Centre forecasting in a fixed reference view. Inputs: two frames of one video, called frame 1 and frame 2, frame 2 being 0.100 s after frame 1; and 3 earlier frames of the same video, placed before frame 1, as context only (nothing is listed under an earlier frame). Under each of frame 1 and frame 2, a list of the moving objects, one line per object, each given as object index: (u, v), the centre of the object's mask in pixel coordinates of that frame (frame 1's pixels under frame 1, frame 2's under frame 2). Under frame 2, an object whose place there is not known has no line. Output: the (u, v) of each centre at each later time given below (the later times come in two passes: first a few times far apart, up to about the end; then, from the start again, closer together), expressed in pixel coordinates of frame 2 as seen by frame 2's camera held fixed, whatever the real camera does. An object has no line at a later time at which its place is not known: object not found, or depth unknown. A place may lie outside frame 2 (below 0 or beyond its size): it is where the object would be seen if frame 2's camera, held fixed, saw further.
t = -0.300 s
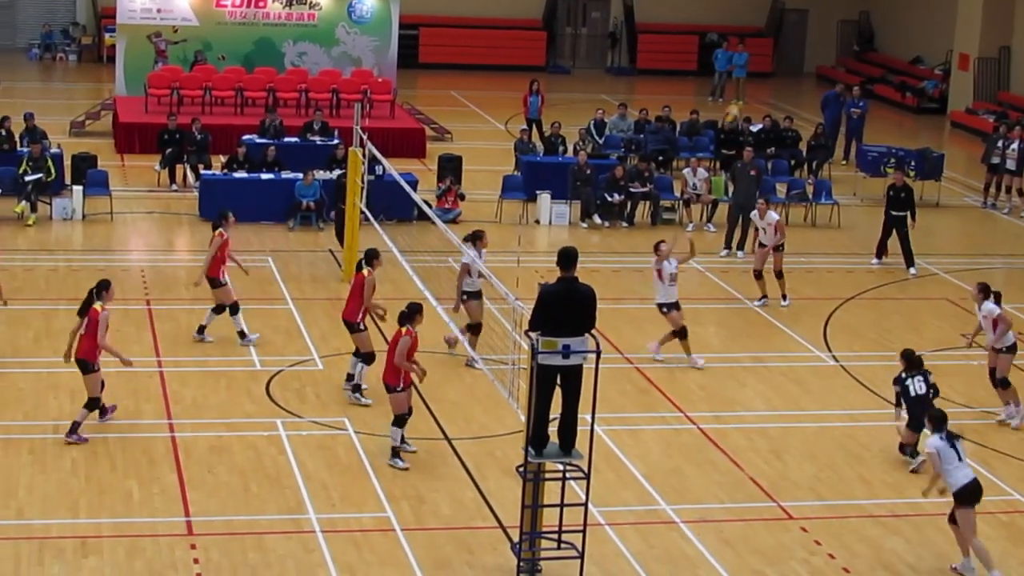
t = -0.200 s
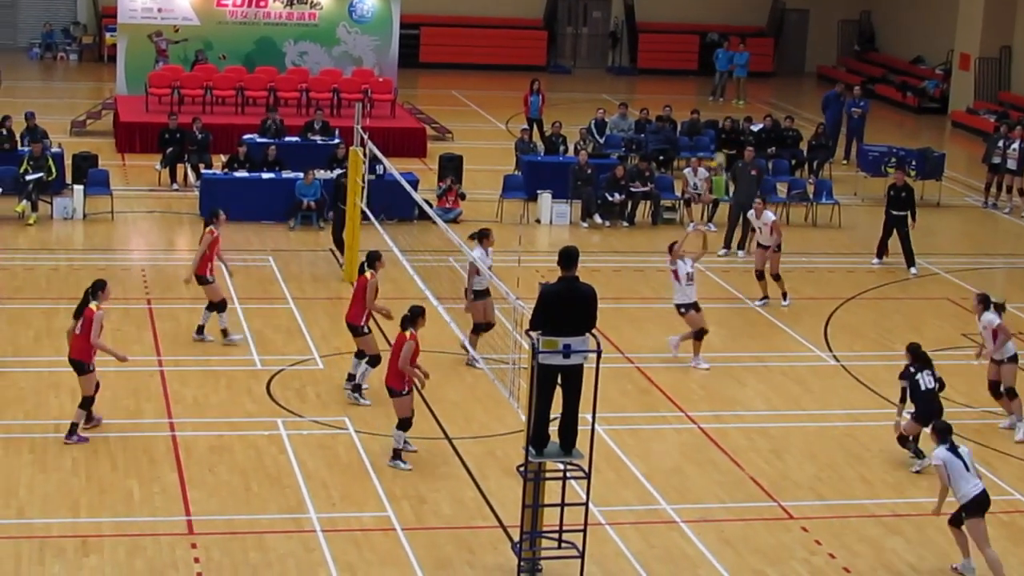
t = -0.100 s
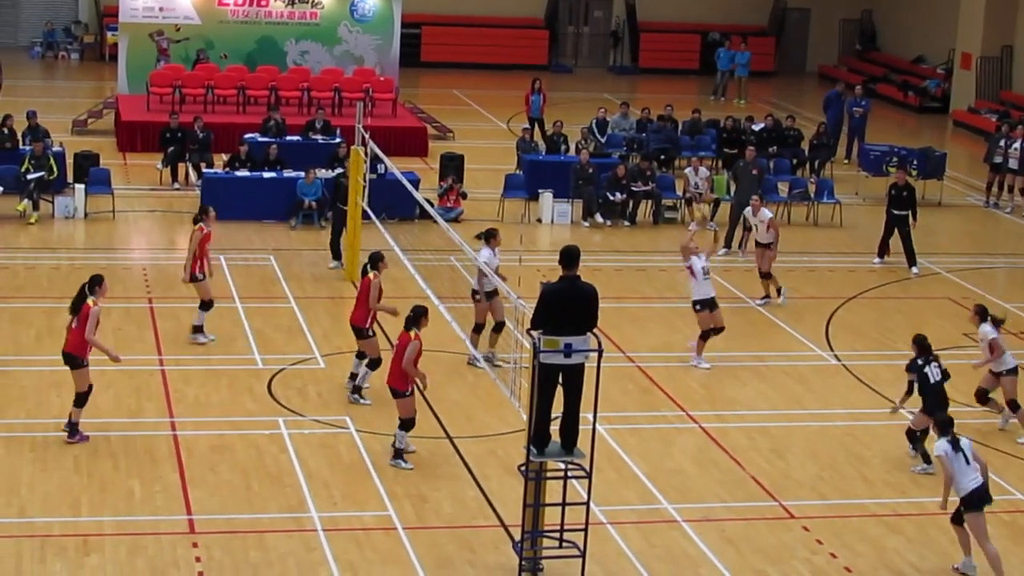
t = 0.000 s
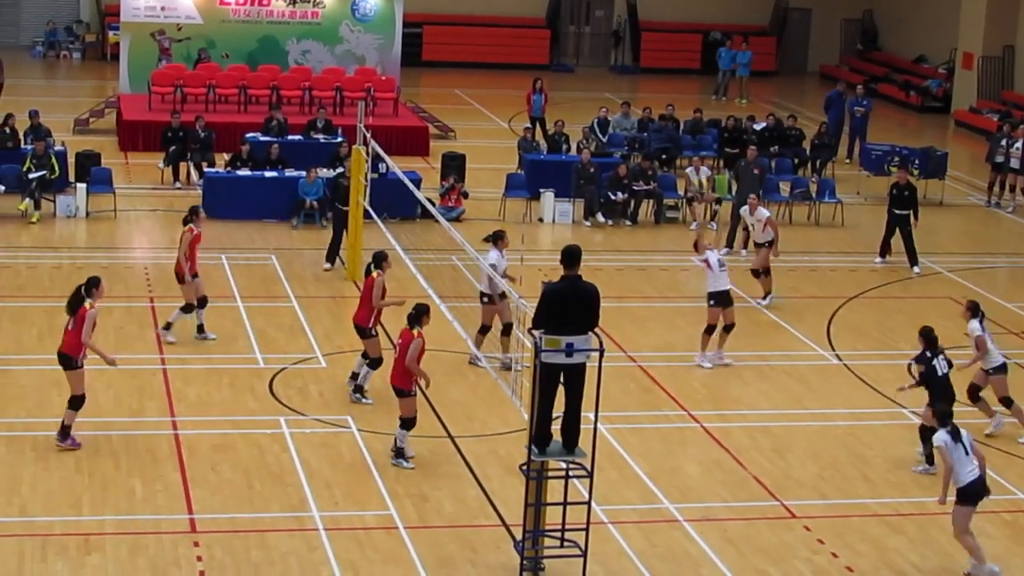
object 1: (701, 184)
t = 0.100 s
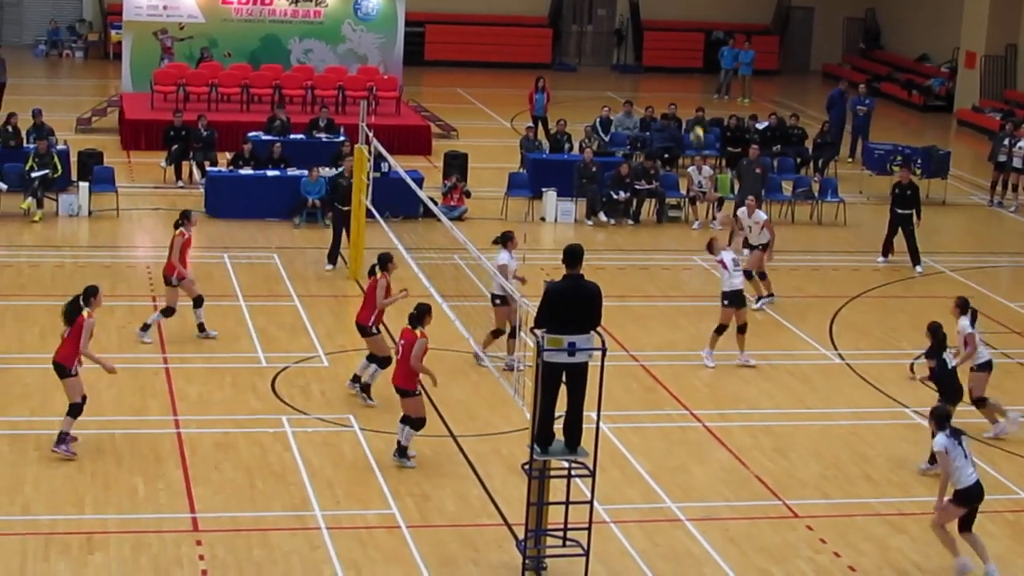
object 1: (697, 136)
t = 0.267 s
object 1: (688, 75)
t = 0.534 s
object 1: (669, 28)
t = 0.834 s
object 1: (645, 36)
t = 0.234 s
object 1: (691, 85)
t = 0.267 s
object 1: (688, 75)
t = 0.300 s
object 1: (686, 67)
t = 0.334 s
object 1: (684, 59)
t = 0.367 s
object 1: (682, 51)
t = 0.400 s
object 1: (679, 45)
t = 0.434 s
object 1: (677, 39)
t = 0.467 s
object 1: (674, 34)
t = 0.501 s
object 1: (672, 31)
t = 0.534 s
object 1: (669, 28)
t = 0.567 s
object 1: (666, 26)
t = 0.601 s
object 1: (664, 24)
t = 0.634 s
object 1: (662, 24)
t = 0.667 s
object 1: (659, 24)
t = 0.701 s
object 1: (657, 24)
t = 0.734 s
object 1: (654, 26)
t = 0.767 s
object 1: (651, 28)
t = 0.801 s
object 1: (648, 31)
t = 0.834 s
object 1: (645, 36)
